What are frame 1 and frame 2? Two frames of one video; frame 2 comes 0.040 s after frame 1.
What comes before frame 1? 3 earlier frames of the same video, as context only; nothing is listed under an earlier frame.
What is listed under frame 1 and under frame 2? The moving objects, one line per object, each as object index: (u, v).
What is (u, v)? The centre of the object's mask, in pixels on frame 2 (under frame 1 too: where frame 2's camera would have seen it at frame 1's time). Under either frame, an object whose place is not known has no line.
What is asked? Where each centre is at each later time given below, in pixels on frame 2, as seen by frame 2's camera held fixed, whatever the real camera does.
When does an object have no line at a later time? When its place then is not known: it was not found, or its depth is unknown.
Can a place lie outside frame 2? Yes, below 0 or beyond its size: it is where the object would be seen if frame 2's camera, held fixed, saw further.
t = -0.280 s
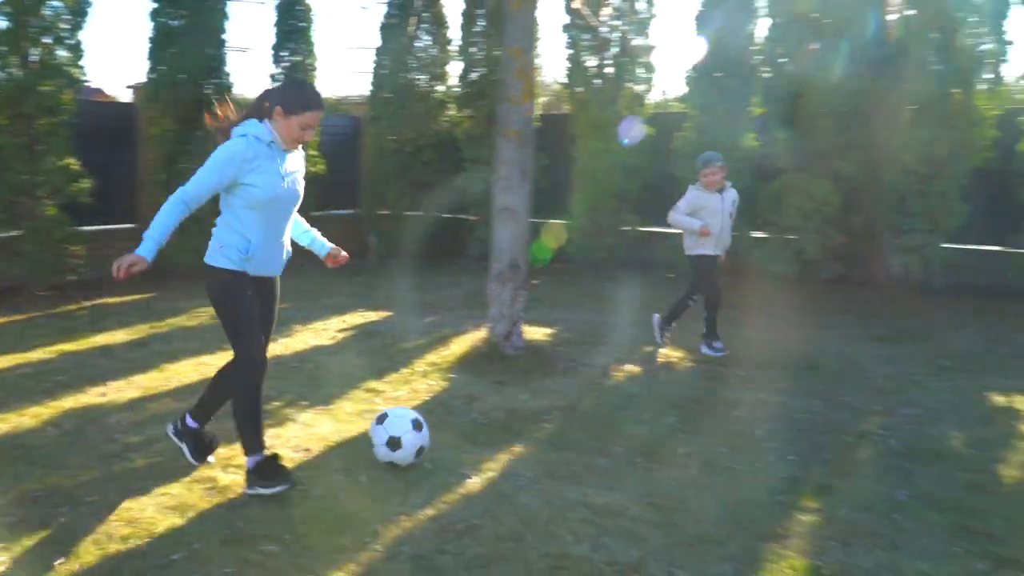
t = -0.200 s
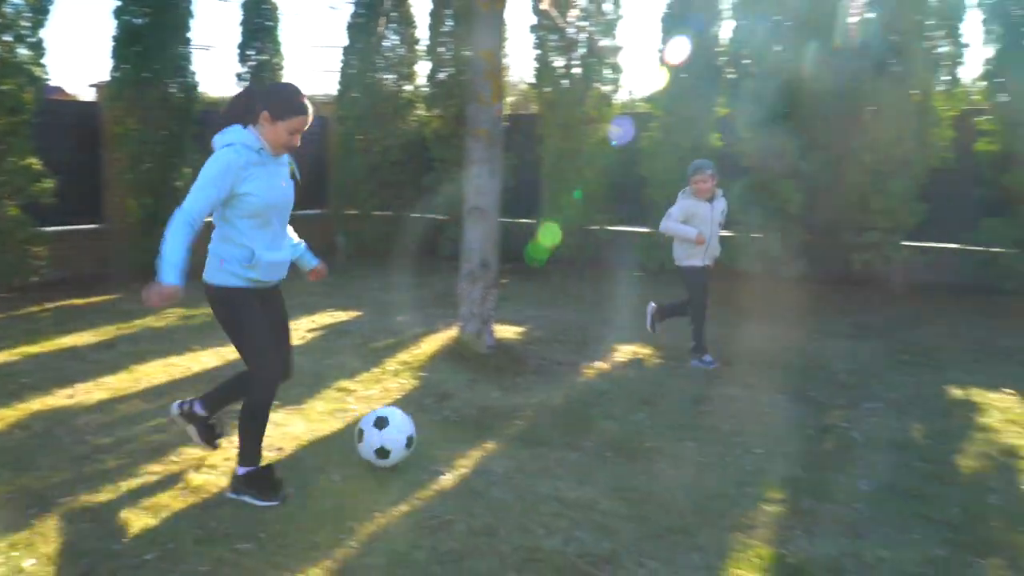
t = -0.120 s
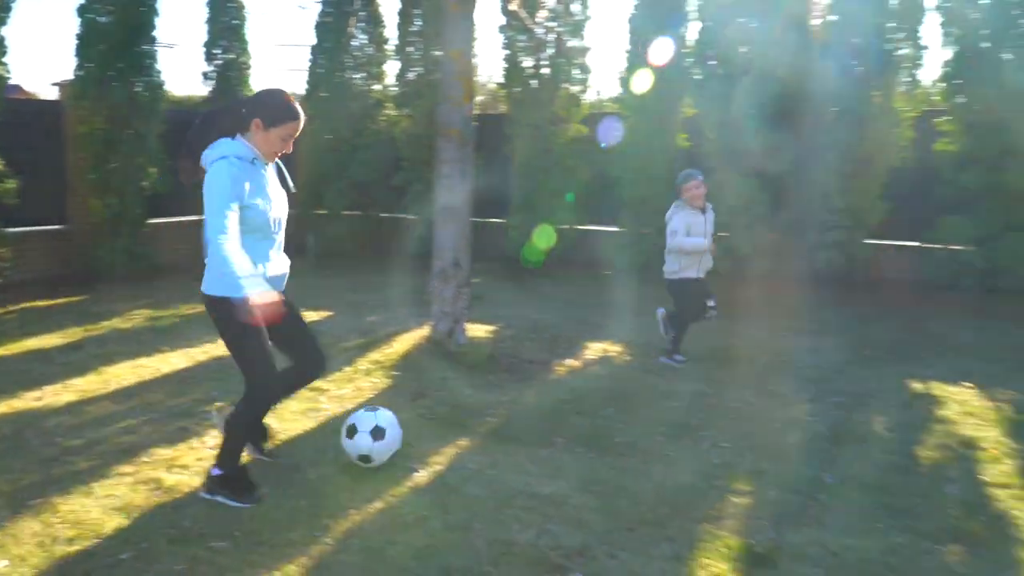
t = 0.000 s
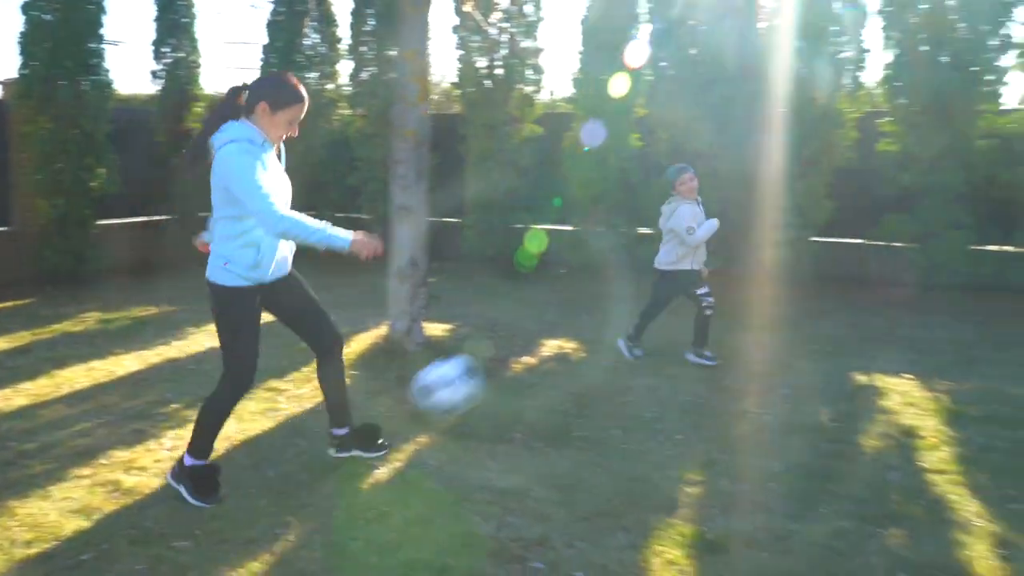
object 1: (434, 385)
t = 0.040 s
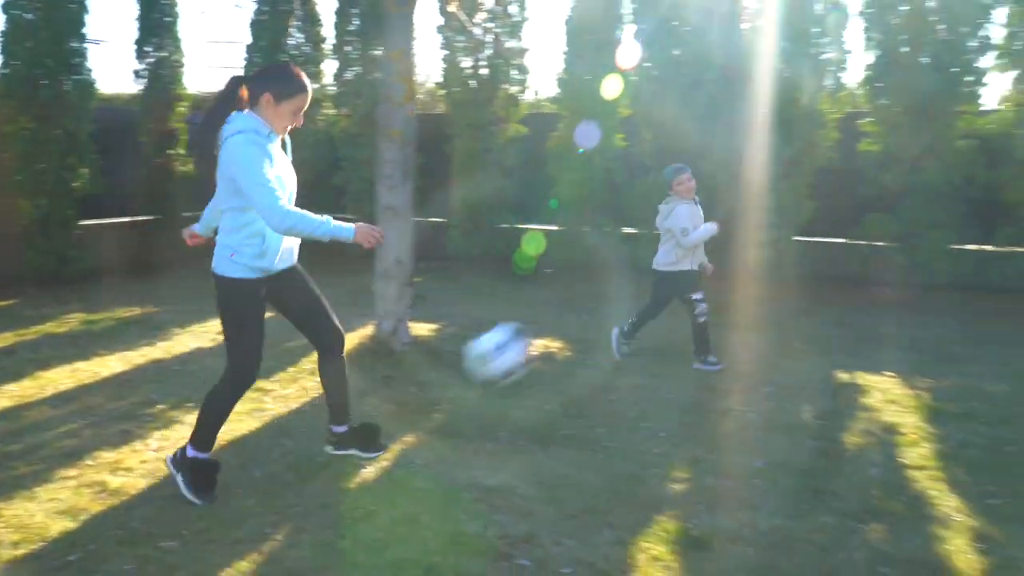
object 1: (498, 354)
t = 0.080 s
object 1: (563, 322)
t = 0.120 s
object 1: (619, 298)
